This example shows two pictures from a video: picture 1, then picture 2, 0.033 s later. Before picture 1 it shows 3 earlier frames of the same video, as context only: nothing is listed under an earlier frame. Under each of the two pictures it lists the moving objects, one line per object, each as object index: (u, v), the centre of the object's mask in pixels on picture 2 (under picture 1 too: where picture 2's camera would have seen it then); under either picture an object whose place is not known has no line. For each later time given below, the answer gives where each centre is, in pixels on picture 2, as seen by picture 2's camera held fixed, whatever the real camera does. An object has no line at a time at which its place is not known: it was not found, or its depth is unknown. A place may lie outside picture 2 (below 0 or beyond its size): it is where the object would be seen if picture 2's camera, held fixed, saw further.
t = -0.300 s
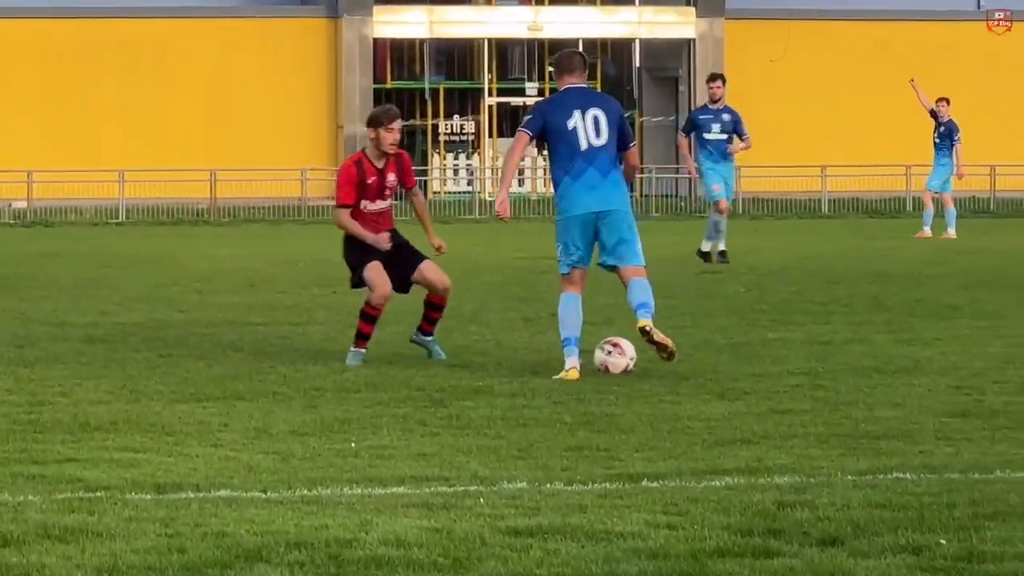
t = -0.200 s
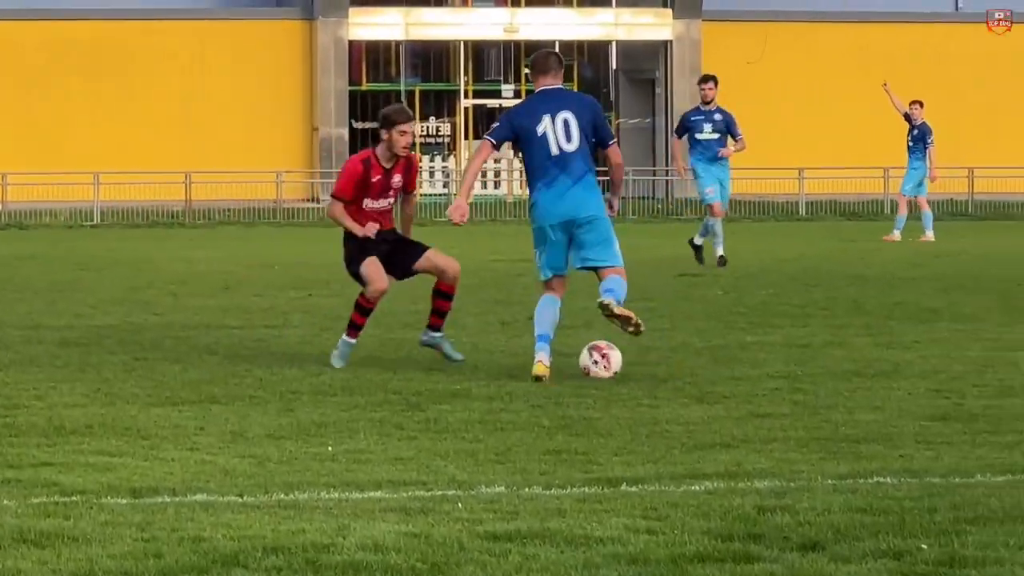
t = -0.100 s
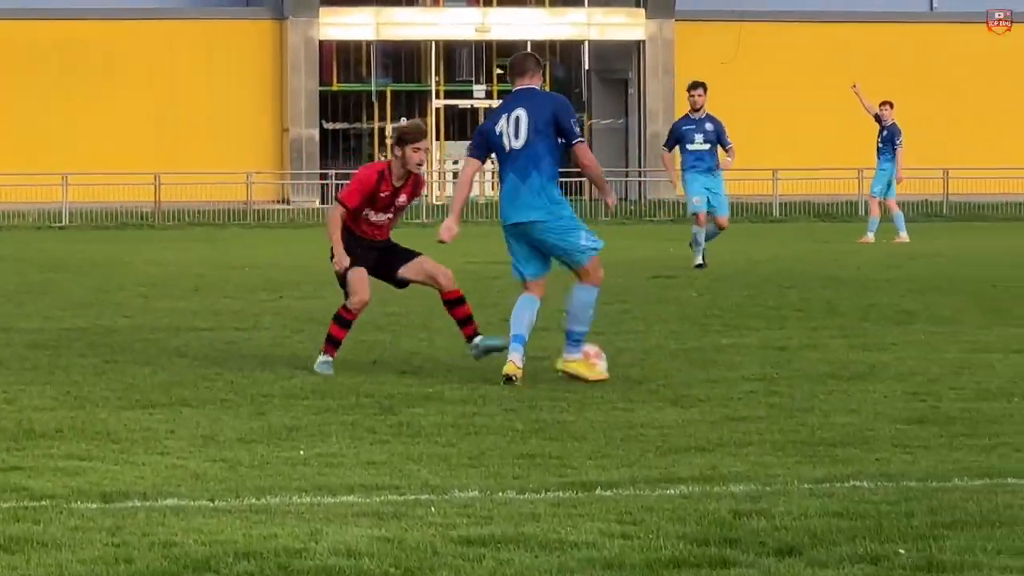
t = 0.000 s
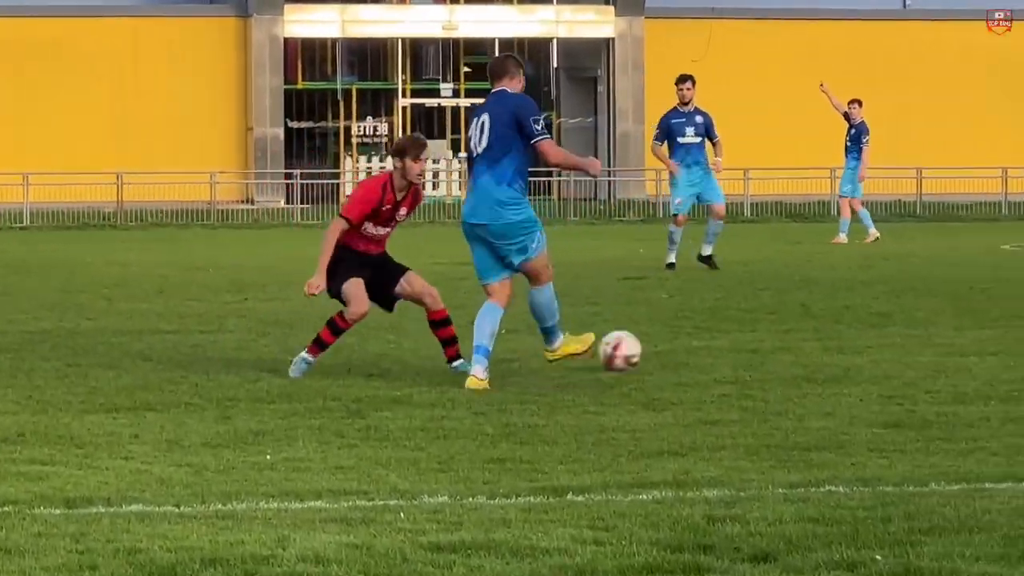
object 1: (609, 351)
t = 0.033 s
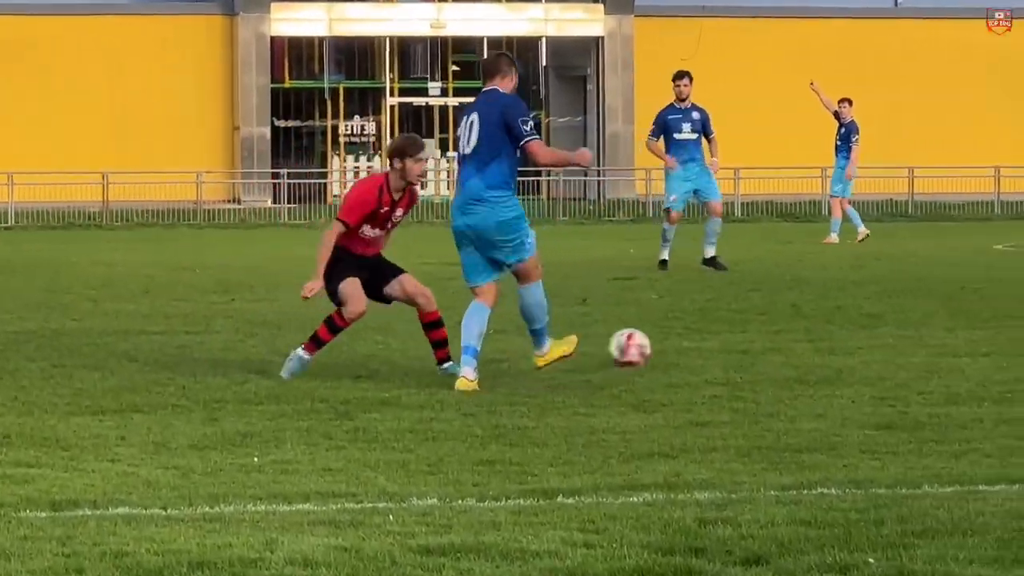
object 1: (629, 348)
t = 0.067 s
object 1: (648, 345)
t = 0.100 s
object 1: (665, 341)
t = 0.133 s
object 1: (681, 337)
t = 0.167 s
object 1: (696, 335)
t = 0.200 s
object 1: (711, 333)
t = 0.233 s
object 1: (725, 332)
